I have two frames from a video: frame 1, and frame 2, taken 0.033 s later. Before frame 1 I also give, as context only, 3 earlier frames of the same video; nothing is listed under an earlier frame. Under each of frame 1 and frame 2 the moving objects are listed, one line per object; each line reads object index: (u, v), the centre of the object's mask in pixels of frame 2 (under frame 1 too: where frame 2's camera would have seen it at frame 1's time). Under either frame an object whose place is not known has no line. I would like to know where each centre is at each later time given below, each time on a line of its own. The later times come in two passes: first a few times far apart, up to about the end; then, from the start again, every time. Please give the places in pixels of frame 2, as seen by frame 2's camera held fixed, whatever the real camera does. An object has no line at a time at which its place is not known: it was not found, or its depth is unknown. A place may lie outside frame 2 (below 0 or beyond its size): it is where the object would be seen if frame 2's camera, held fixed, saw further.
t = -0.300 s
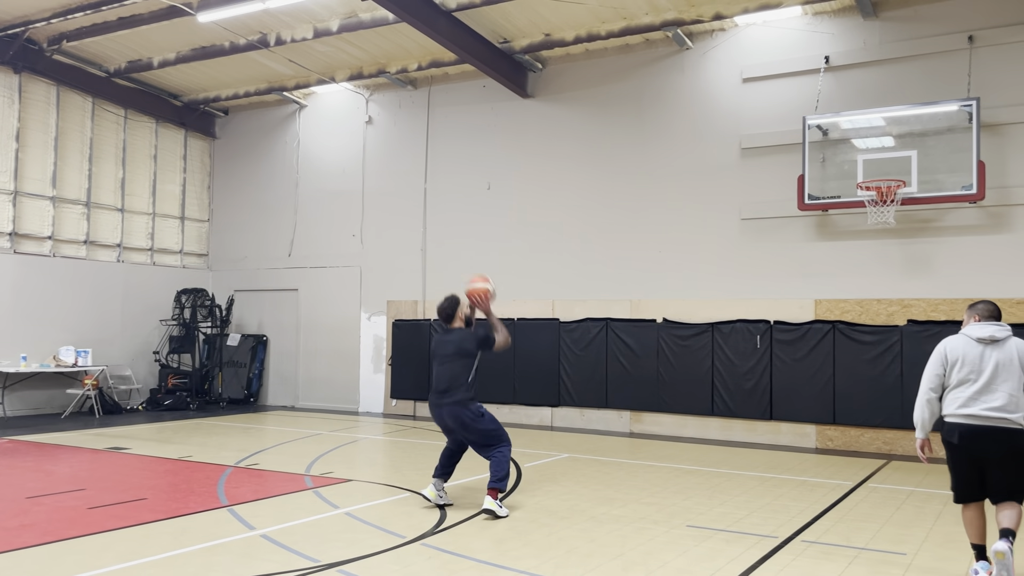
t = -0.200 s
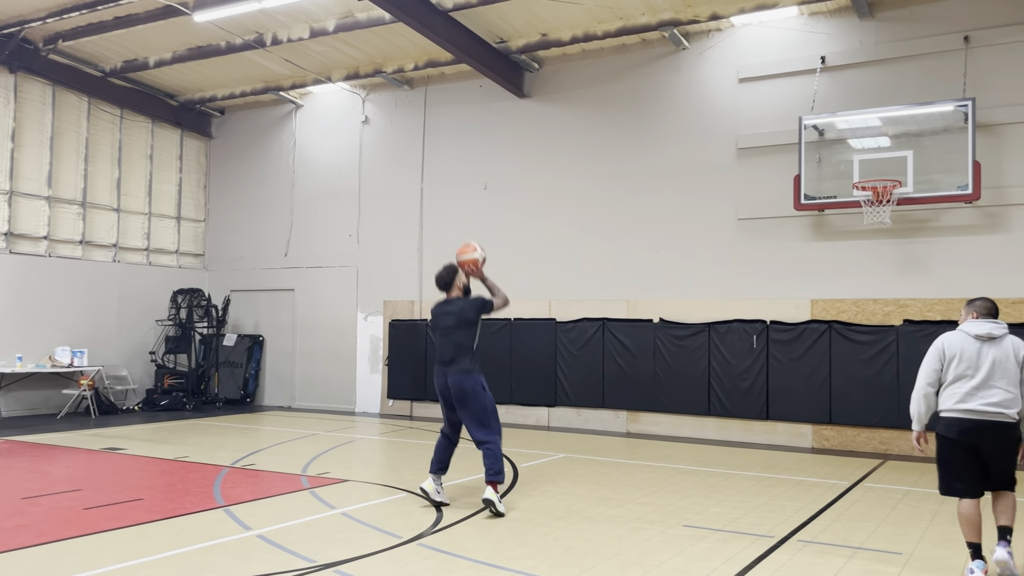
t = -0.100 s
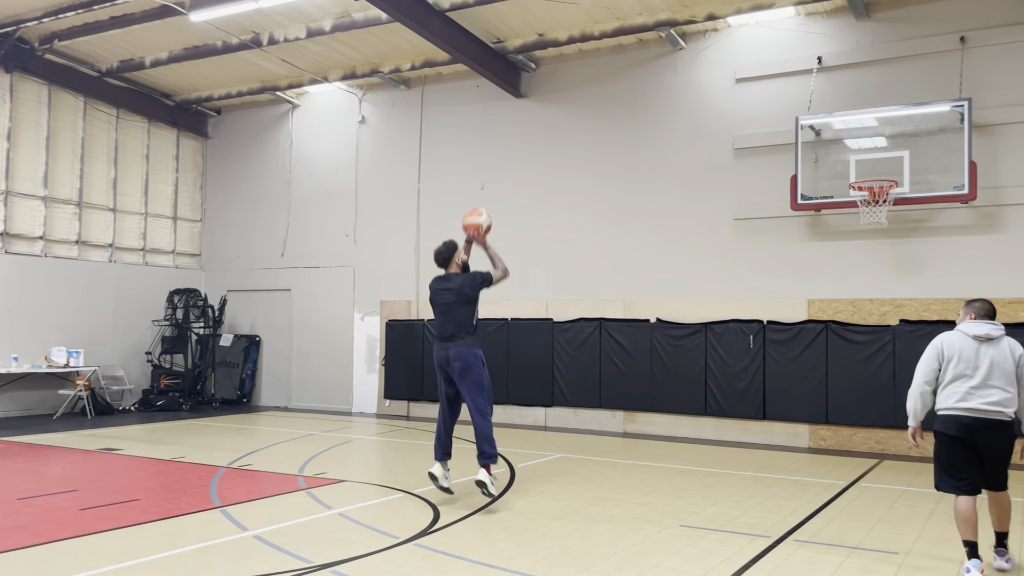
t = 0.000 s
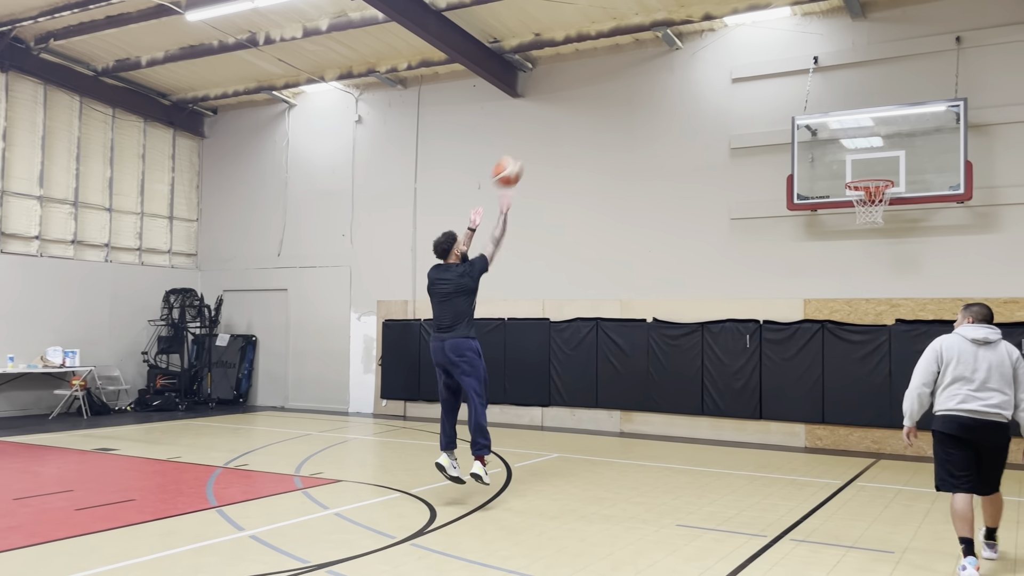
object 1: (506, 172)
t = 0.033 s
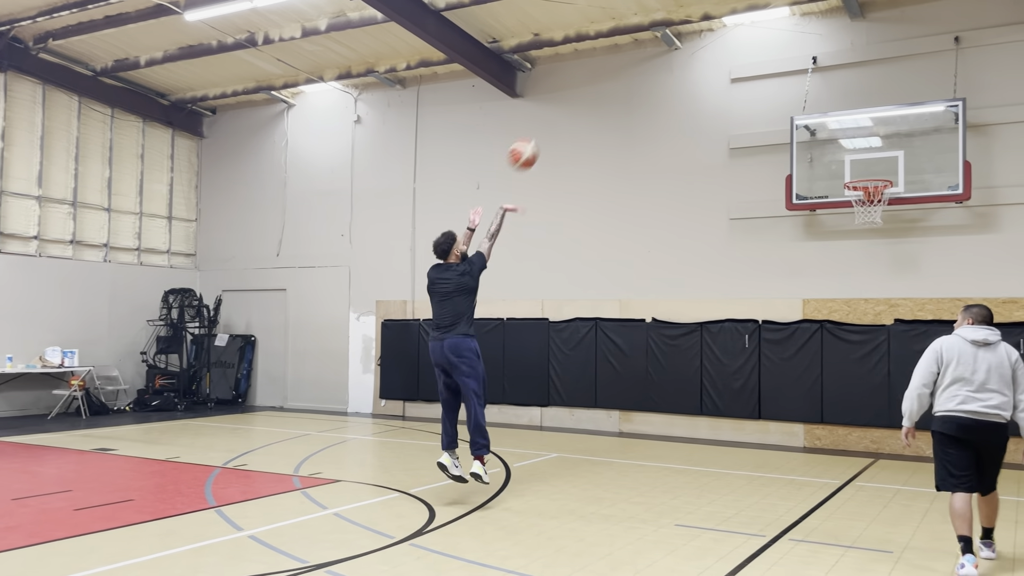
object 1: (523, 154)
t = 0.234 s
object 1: (618, 81)
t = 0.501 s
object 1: (722, 58)
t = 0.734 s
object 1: (799, 95)
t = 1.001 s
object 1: (872, 186)
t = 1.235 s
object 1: (866, 191)
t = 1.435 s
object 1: (874, 225)
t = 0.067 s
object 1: (540, 138)
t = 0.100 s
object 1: (557, 123)
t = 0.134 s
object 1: (572, 111)
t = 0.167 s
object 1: (588, 99)
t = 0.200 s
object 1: (603, 89)
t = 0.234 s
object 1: (618, 81)
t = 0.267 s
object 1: (632, 73)
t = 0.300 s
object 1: (645, 68)
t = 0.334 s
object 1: (659, 63)
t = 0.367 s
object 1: (672, 60)
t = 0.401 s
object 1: (685, 57)
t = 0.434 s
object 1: (698, 56)
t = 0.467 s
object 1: (710, 56)
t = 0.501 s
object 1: (722, 58)
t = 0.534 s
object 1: (734, 61)
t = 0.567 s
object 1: (745, 64)
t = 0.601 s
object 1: (756, 68)
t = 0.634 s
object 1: (767, 73)
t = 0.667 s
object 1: (778, 79)
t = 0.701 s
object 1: (788, 87)
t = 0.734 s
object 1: (799, 95)
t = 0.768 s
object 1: (808, 103)
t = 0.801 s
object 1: (818, 112)
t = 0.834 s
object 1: (828, 124)
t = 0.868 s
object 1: (837, 136)
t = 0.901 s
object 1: (845, 147)
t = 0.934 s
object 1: (856, 159)
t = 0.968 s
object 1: (864, 171)
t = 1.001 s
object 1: (872, 186)
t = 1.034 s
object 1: (871, 191)
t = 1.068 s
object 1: (870, 195)
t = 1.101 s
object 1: (868, 192)
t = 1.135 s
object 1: (869, 190)
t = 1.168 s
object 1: (865, 192)
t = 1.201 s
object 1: (866, 194)
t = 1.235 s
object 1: (866, 191)
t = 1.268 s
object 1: (866, 195)
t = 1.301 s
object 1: (868, 198)
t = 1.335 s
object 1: (872, 200)
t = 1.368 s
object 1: (872, 204)
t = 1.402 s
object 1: (872, 214)
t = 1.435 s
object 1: (874, 225)
